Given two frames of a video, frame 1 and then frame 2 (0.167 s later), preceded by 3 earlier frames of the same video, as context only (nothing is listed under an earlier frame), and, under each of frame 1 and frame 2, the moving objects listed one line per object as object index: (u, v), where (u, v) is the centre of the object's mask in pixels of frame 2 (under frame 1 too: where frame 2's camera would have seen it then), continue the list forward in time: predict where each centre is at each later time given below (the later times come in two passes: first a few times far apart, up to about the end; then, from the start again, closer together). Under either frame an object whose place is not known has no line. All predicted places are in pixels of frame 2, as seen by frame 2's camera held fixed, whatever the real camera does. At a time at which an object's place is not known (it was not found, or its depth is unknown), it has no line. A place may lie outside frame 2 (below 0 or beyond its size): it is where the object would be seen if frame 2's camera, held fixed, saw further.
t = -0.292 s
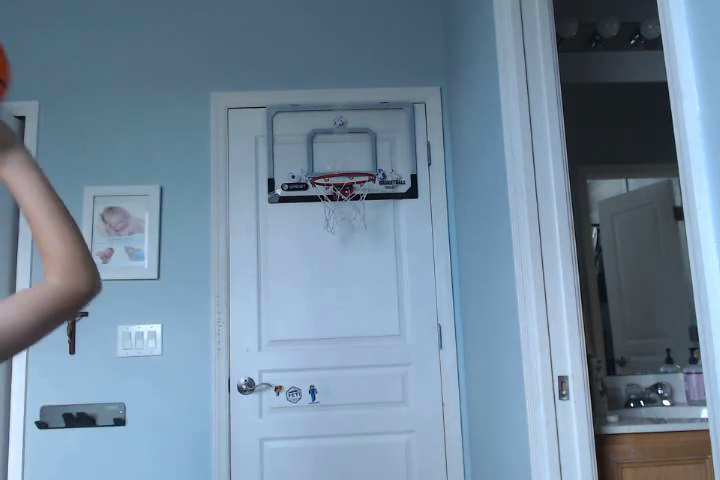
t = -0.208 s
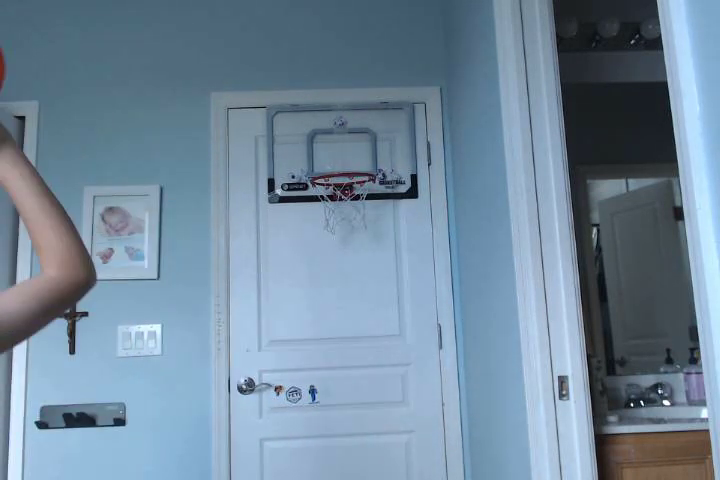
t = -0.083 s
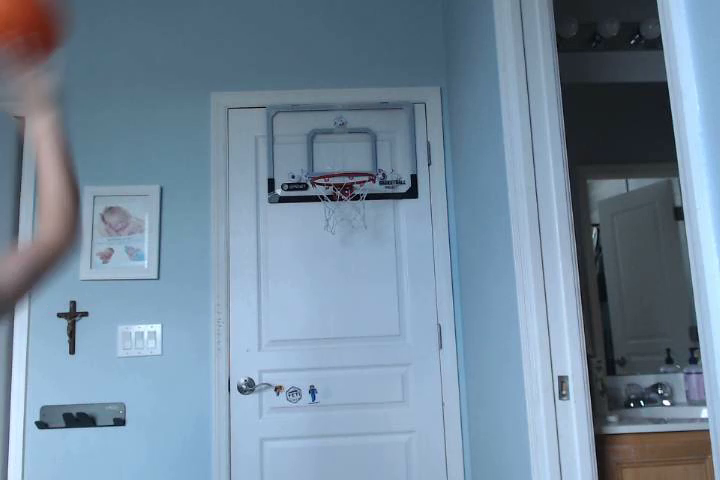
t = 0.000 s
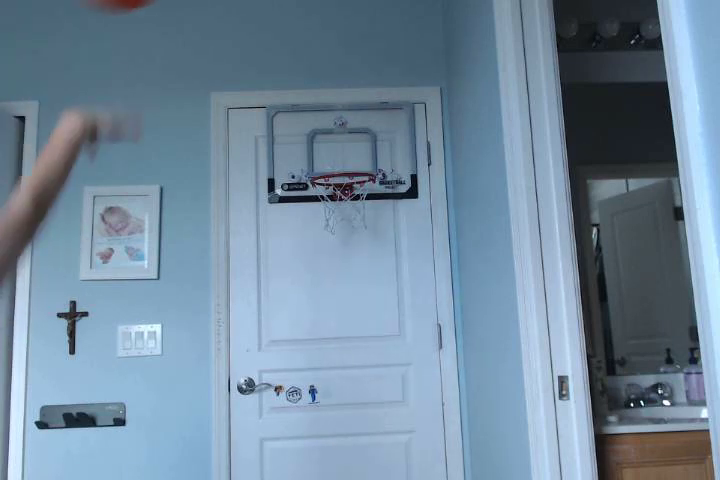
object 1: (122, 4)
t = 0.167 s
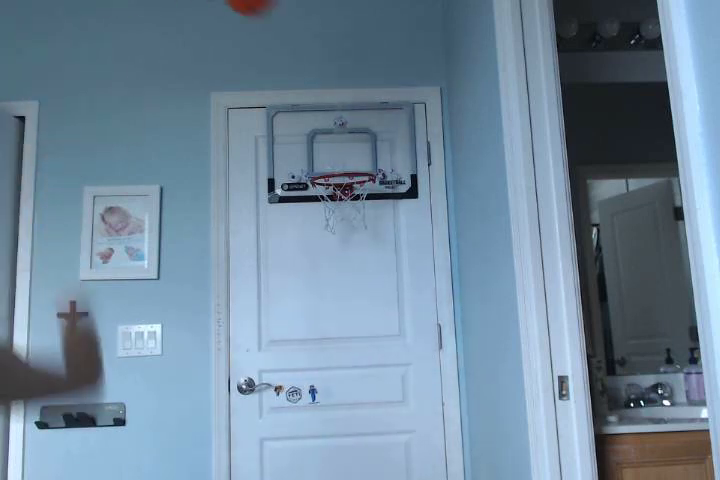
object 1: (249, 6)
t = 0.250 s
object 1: (286, 23)
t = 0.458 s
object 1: (353, 159)
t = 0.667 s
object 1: (374, 139)
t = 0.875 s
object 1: (408, 228)
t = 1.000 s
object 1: (448, 425)
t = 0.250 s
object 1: (286, 23)
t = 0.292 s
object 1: (302, 44)
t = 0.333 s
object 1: (316, 69)
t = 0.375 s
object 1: (328, 95)
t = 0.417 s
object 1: (341, 126)
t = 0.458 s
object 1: (353, 159)
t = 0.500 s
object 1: (359, 164)
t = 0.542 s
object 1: (362, 152)
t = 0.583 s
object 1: (365, 143)
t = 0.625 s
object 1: (369, 139)
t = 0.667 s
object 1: (374, 139)
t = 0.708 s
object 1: (379, 143)
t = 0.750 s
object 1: (385, 153)
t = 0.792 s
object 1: (392, 170)
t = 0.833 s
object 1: (400, 195)
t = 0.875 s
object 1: (408, 228)
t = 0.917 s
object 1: (419, 273)
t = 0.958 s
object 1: (431, 337)
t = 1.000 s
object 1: (448, 425)
